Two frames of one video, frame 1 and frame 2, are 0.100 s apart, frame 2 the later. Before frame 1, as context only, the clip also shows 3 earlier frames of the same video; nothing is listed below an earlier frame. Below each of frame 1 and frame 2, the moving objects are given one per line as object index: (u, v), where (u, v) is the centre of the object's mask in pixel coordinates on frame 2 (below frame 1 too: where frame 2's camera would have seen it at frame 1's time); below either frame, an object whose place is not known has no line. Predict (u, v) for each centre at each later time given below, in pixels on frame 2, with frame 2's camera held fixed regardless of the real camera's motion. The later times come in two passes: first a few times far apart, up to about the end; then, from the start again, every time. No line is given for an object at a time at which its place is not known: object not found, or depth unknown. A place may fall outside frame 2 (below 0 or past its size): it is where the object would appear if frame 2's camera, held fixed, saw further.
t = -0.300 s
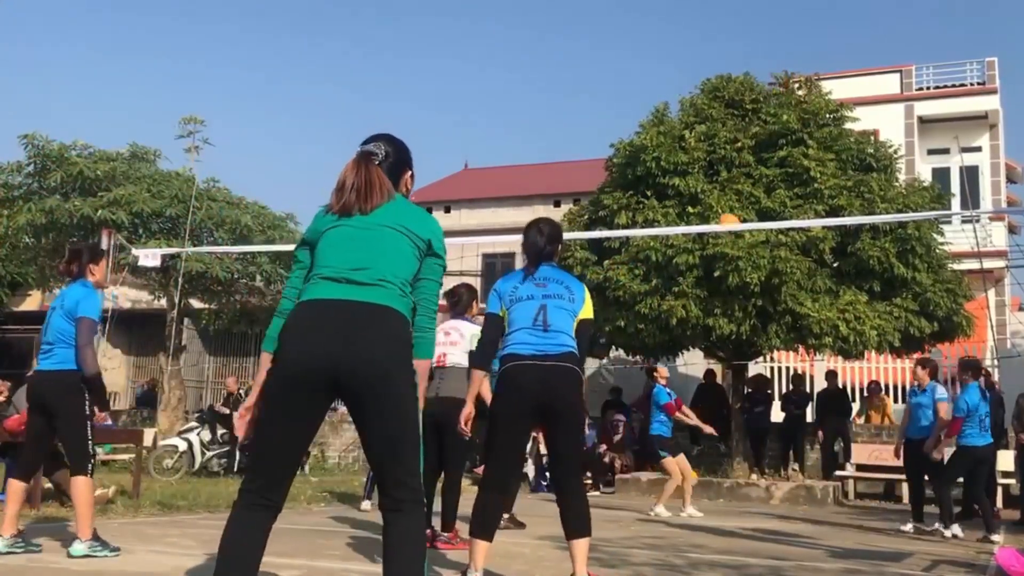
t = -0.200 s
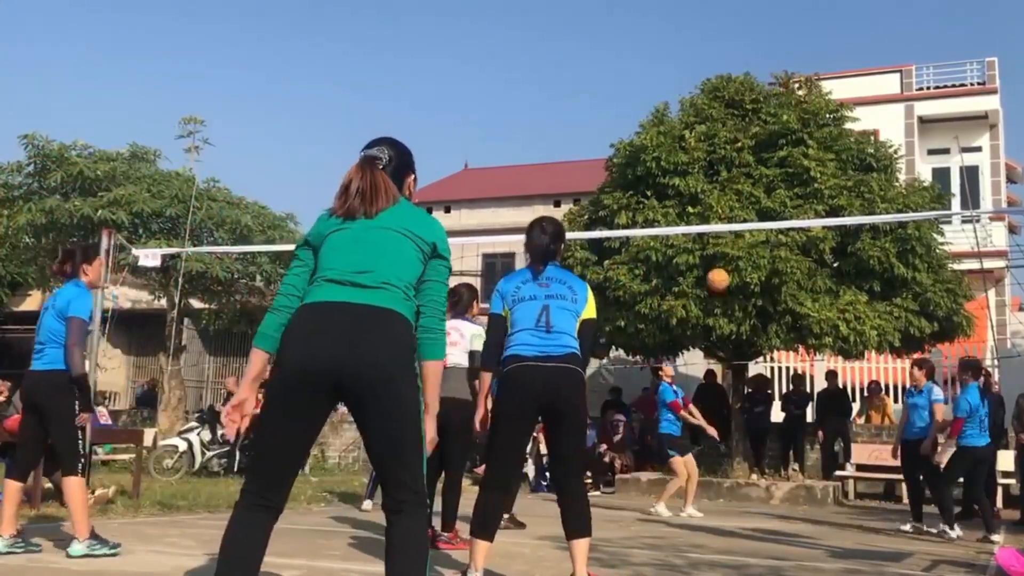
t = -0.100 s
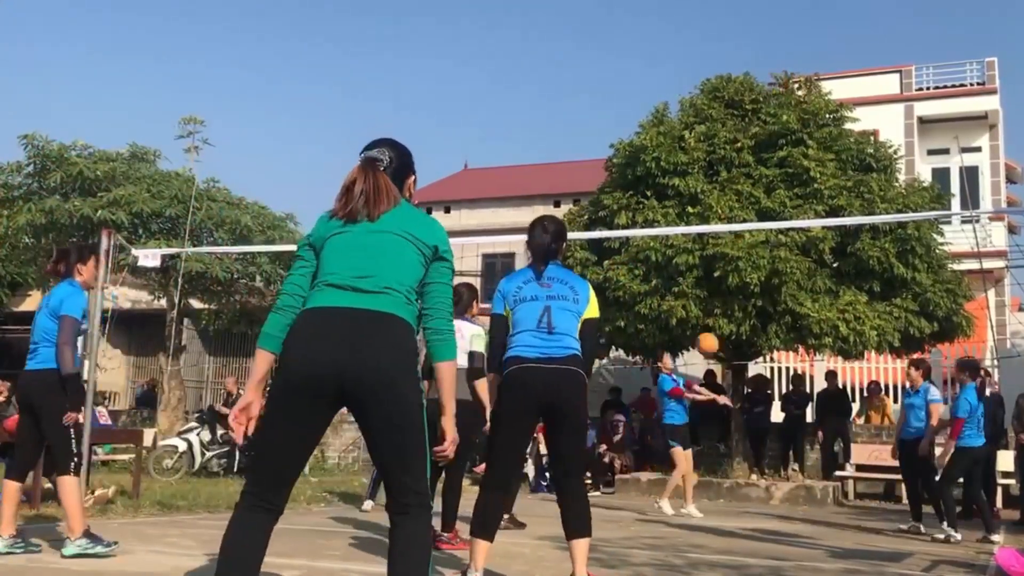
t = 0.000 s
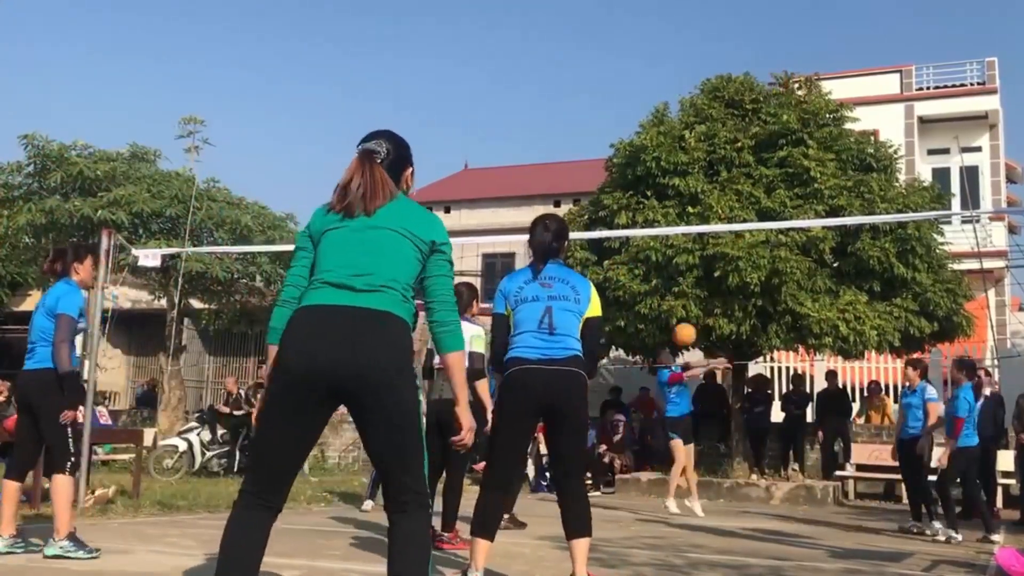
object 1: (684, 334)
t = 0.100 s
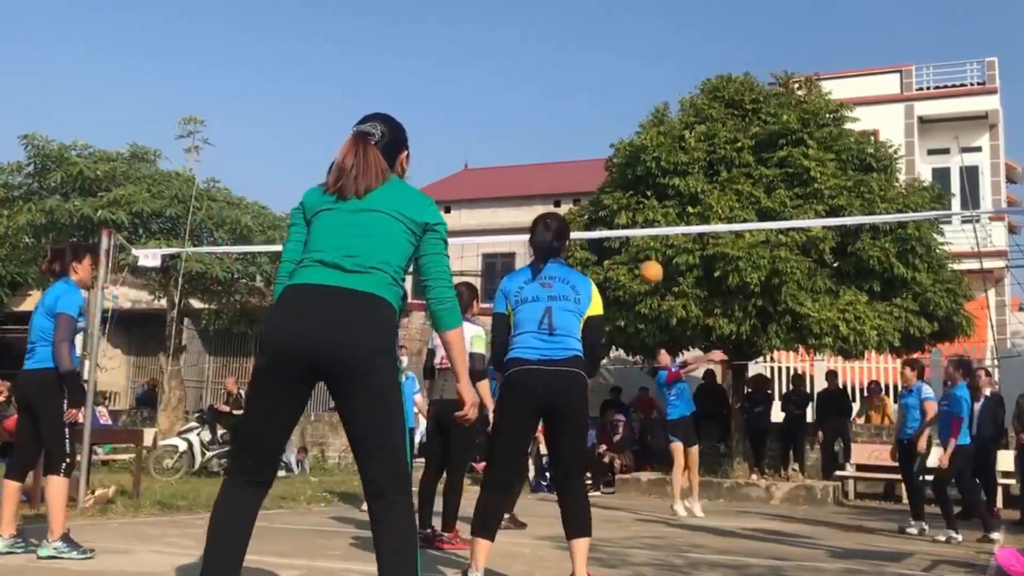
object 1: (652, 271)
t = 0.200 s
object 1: (615, 217)
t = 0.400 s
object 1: (537, 134)
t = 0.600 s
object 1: (447, 88)
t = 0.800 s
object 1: (339, 88)
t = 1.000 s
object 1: (211, 146)
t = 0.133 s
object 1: (639, 252)
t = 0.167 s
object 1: (628, 235)
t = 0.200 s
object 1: (615, 217)
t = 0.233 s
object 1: (603, 201)
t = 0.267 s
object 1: (591, 186)
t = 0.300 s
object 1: (578, 171)
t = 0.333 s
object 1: (565, 158)
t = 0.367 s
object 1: (551, 146)
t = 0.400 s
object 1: (537, 134)
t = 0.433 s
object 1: (523, 124)
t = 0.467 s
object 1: (508, 114)
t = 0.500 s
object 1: (493, 106)
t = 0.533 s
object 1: (478, 99)
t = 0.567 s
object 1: (463, 93)
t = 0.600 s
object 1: (447, 88)
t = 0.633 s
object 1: (430, 85)
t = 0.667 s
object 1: (413, 82)
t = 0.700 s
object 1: (395, 81)
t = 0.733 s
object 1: (377, 82)
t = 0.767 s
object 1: (358, 84)
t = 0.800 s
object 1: (339, 88)
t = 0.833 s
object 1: (319, 93)
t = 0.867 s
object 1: (299, 94)
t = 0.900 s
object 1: (273, 102)
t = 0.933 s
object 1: (254, 118)
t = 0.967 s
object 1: (234, 131)
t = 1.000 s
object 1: (211, 146)
